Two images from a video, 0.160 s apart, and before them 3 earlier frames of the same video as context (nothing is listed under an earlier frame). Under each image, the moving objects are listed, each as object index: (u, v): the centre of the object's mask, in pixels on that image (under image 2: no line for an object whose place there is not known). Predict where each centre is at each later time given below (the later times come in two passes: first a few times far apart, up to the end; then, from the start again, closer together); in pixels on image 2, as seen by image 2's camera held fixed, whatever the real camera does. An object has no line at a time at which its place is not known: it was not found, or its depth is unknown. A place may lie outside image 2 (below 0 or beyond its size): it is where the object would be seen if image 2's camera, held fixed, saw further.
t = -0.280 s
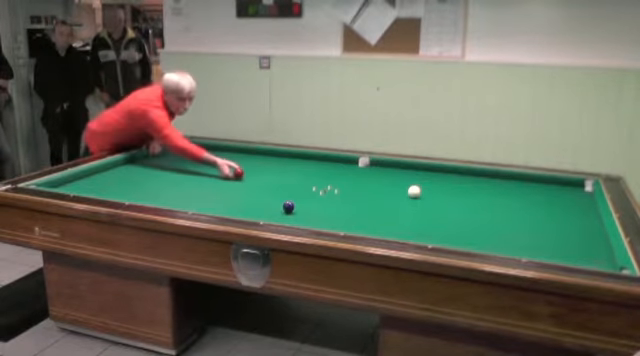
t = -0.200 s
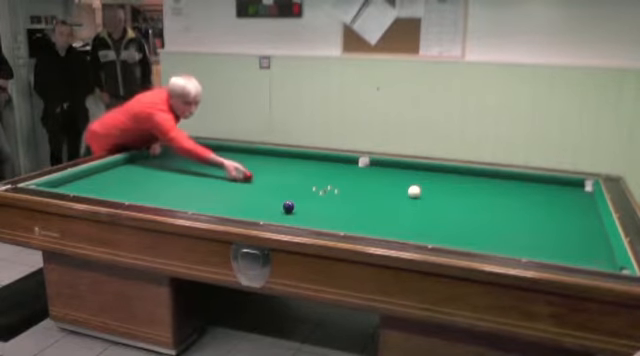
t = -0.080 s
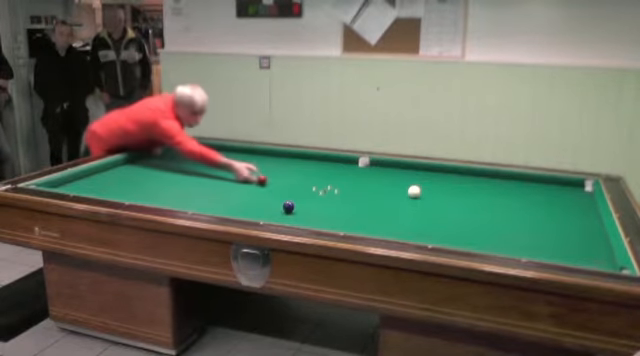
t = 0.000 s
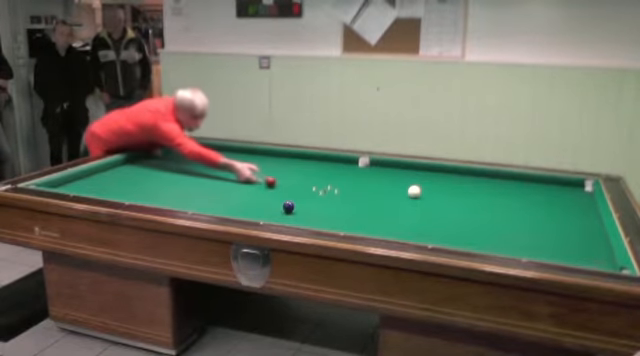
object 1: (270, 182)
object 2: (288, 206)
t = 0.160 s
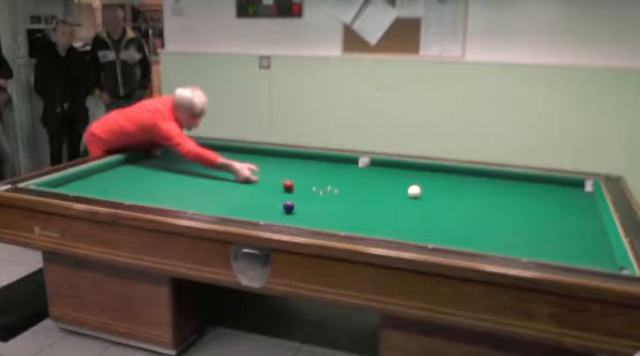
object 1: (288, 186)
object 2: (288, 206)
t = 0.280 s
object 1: (302, 189)
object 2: (288, 206)
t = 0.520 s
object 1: (331, 196)
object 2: (288, 206)
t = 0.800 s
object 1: (367, 205)
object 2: (288, 206)
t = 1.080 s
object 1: (406, 214)
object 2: (288, 206)
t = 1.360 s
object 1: (447, 224)
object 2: (288, 206)
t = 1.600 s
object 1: (485, 233)
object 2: (288, 206)
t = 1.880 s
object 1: (530, 244)
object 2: (288, 206)
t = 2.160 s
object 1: (578, 255)
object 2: (288, 206)
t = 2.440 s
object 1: (595, 260)
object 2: (288, 206)
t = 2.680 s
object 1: (571, 258)
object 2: (288, 206)
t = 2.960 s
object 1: (548, 256)
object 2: (288, 207)
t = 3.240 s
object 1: (518, 251)
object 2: (288, 207)
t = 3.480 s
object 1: (499, 247)
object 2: (288, 207)
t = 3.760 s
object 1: (477, 243)
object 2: (288, 207)
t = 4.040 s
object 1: (457, 240)
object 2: (288, 207)
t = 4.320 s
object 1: (439, 237)
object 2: (288, 207)
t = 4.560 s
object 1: (424, 234)
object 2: (288, 206)
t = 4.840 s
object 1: (408, 231)
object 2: (288, 207)
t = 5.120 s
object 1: (393, 228)
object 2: (288, 207)
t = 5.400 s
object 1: (378, 225)
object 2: (288, 206)
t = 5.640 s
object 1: (367, 222)
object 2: (288, 206)
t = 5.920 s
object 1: (355, 220)
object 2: (288, 206)
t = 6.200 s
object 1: (343, 217)
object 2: (288, 206)
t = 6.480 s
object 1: (333, 215)
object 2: (288, 206)
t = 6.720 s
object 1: (325, 213)
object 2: (288, 207)
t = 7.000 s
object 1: (315, 211)
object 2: (288, 206)
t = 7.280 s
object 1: (307, 209)
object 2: (288, 206)
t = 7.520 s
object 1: (301, 208)
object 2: (288, 206)
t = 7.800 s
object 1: (299, 207)
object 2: (283, 206)
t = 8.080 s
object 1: (297, 206)
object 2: (278, 206)
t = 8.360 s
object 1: (296, 205)
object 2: (274, 206)
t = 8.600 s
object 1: (295, 204)
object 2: (272, 205)
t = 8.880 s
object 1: (294, 204)
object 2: (269, 205)
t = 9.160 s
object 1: (294, 204)
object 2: (267, 205)
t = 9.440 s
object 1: (293, 204)
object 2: (266, 205)
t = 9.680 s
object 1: (293, 204)
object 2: (266, 205)
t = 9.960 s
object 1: (293, 203)
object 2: (265, 205)
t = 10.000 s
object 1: (293, 203)
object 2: (265, 205)
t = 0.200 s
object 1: (293, 187)
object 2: (288, 207)
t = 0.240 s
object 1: (297, 188)
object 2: (288, 206)
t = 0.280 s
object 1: (302, 189)
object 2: (288, 206)
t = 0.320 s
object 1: (306, 190)
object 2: (288, 206)
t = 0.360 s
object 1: (311, 191)
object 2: (288, 206)
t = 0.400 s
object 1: (316, 193)
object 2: (288, 207)
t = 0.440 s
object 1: (321, 194)
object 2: (288, 206)
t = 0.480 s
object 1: (326, 195)
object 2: (288, 206)
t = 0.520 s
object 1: (331, 196)
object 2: (288, 206)
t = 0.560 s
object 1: (336, 198)
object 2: (288, 206)
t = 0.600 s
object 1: (341, 199)
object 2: (288, 206)
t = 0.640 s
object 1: (346, 200)
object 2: (288, 206)
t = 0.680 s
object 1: (352, 201)
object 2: (288, 206)
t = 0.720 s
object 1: (357, 202)
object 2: (288, 206)
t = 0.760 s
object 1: (362, 203)
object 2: (288, 206)
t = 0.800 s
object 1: (367, 205)
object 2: (288, 206)
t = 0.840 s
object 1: (372, 206)
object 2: (288, 206)
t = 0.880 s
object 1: (378, 207)
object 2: (288, 206)
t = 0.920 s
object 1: (383, 208)
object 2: (288, 206)
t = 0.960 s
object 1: (389, 210)
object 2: (288, 206)
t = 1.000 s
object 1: (394, 211)
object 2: (288, 206)
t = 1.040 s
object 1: (400, 213)
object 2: (288, 206)
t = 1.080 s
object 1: (406, 214)
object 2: (288, 206)
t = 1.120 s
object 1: (411, 215)
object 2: (288, 206)
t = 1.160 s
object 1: (417, 217)
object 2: (288, 206)
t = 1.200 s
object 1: (423, 218)
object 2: (288, 206)
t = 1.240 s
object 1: (429, 219)
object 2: (288, 207)
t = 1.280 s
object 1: (435, 220)
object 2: (288, 206)
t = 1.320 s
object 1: (441, 222)
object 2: (288, 206)
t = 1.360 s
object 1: (447, 224)
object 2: (288, 206)
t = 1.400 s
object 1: (453, 225)
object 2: (288, 206)
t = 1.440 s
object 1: (459, 227)
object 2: (288, 206)
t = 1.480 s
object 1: (465, 228)
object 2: (288, 206)
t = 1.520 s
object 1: (472, 230)
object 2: (288, 206)
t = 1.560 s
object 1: (478, 231)
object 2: (288, 206)
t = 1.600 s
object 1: (485, 233)
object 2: (288, 206)
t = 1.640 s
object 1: (491, 235)
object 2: (288, 206)
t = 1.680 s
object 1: (497, 236)
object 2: (288, 206)
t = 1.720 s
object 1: (504, 238)
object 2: (288, 206)
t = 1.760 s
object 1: (510, 239)
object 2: (288, 206)
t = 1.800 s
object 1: (517, 241)
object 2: (288, 206)
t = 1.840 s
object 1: (523, 243)
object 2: (288, 206)
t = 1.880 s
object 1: (530, 244)
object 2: (288, 206)
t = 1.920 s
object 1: (536, 246)
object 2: (288, 206)
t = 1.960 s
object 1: (543, 247)
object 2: (288, 206)
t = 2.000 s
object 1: (550, 249)
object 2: (288, 206)
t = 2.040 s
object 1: (557, 250)
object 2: (288, 206)
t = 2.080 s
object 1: (564, 252)
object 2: (288, 206)
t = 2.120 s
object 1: (571, 253)
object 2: (288, 206)
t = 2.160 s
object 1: (578, 255)
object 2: (288, 206)
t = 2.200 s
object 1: (585, 256)
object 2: (288, 206)
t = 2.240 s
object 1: (592, 258)
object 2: (288, 206)
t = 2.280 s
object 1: (600, 260)
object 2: (288, 206)
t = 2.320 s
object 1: (608, 262)
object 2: (288, 206)
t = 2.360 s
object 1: (605, 261)
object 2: (288, 206)
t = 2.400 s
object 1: (599, 261)
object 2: (288, 206)
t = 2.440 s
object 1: (595, 260)
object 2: (288, 206)
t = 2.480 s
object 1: (591, 260)
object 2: (288, 206)
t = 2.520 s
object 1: (587, 260)
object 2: (288, 206)
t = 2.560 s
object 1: (584, 259)
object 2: (288, 206)
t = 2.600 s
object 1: (579, 259)
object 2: (288, 206)
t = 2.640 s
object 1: (575, 259)
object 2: (288, 206)
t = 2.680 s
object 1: (571, 258)
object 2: (288, 206)
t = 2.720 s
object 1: (568, 258)
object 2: (288, 206)
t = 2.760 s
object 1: (565, 258)
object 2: (288, 207)
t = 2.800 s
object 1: (564, 257)
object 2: (288, 207)
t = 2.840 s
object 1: (555, 257)
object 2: (288, 207)
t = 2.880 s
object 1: (552, 257)
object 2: (288, 207)
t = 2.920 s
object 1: (550, 256)
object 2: (288, 207)
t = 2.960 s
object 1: (548, 256)
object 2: (288, 207)
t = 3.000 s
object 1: (542, 254)
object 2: (288, 207)
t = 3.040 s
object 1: (536, 252)
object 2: (288, 207)
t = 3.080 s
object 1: (532, 253)
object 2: (288, 207)
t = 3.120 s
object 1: (528, 252)
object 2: (288, 207)
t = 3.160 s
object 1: (525, 252)
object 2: (288, 207)
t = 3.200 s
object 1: (522, 251)
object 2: (288, 207)
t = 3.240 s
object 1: (518, 251)
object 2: (288, 207)
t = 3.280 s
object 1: (515, 250)
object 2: (288, 207)
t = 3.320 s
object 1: (511, 250)
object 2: (288, 207)
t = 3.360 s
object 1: (508, 249)
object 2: (288, 207)
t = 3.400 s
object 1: (505, 249)
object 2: (288, 207)
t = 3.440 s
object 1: (502, 248)
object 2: (288, 207)
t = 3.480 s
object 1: (499, 247)
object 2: (288, 207)
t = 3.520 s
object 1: (496, 247)
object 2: (288, 207)
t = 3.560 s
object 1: (493, 246)
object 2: (288, 207)
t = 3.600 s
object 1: (490, 246)
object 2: (288, 207)
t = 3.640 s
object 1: (487, 245)
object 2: (288, 207)
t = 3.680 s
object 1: (484, 244)
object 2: (288, 207)
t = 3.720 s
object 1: (481, 244)
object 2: (288, 207)
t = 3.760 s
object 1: (477, 243)
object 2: (288, 207)
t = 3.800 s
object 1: (474, 243)
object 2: (288, 207)
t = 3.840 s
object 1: (472, 242)
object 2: (288, 207)
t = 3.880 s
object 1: (469, 242)
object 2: (288, 207)
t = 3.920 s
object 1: (466, 241)
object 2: (288, 207)
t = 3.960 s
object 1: (463, 241)
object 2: (288, 207)
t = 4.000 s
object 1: (460, 240)
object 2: (288, 207)
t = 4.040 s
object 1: (457, 240)
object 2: (288, 207)
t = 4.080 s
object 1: (455, 240)
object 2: (288, 207)
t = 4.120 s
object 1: (452, 239)
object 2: (288, 207)
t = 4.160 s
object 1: (449, 238)
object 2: (288, 207)
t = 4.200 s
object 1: (447, 238)
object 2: (288, 207)
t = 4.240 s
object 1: (444, 237)
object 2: (288, 207)
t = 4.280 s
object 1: (442, 237)
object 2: (288, 207)
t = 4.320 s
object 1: (439, 237)
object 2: (288, 207)
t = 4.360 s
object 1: (436, 236)
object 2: (288, 207)
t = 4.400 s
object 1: (433, 235)
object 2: (288, 207)
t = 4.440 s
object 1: (431, 235)
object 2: (288, 207)
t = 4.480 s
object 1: (429, 234)
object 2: (288, 206)
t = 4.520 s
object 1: (426, 234)
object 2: (288, 206)
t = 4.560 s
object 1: (424, 234)
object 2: (288, 206)
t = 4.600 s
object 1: (422, 233)
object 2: (288, 206)
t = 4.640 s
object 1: (419, 233)
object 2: (288, 207)
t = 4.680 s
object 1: (417, 232)
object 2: (288, 207)
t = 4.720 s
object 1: (414, 232)
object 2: (288, 207)
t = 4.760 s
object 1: (412, 232)
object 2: (288, 207)
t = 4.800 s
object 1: (410, 231)
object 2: (288, 207)
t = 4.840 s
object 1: (408, 231)
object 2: (288, 207)
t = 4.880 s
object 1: (406, 230)
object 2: (288, 207)
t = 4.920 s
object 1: (403, 230)
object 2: (288, 207)
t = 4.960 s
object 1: (401, 230)
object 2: (288, 207)
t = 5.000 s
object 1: (399, 229)
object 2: (288, 207)
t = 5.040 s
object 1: (397, 229)
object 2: (288, 207)
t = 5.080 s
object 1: (395, 228)
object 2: (288, 207)
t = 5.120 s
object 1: (393, 228)
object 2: (288, 207)
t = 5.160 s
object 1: (390, 227)
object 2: (288, 207)
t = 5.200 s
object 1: (389, 227)
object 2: (288, 207)
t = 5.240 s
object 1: (386, 226)
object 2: (288, 207)
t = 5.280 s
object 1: (384, 226)
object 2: (288, 206)
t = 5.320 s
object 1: (382, 226)
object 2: (288, 206)
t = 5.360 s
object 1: (380, 225)
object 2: (288, 206)
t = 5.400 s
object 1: (378, 225)
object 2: (288, 206)
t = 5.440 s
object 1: (376, 224)
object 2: (288, 206)
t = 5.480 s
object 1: (375, 224)
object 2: (288, 206)
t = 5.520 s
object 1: (373, 224)
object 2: (288, 206)
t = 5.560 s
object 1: (371, 223)
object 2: (288, 206)
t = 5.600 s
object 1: (369, 223)
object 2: (288, 206)
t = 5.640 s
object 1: (367, 222)
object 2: (288, 206)
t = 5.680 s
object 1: (365, 222)
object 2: (288, 206)
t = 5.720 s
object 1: (363, 222)
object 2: (288, 206)
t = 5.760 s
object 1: (362, 221)
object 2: (288, 206)
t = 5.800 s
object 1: (360, 221)
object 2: (288, 206)
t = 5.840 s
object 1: (358, 220)
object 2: (288, 206)
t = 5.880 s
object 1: (357, 220)
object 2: (288, 206)
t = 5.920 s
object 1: (355, 220)
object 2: (288, 206)
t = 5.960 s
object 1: (353, 220)
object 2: (288, 206)
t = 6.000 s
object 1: (351, 219)
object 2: (288, 206)
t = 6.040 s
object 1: (350, 219)
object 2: (288, 206)
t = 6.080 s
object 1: (348, 218)
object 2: (288, 206)
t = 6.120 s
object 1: (347, 218)
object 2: (288, 206)
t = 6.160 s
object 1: (345, 218)
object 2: (288, 206)
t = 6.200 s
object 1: (343, 217)
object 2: (288, 206)
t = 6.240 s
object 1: (342, 217)
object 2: (288, 206)
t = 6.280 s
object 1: (340, 217)
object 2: (288, 206)
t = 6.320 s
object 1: (339, 216)
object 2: (288, 206)
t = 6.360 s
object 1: (337, 216)
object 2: (288, 206)
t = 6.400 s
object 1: (336, 216)
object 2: (288, 206)
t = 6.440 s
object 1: (334, 215)
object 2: (288, 206)
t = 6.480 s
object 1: (333, 215)
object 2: (288, 206)
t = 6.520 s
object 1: (332, 215)
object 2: (288, 206)
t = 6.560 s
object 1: (330, 215)
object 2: (288, 206)
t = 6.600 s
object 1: (329, 214)
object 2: (288, 206)
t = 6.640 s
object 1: (328, 214)
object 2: (288, 206)
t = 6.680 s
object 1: (326, 213)
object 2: (288, 207)
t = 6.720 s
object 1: (325, 213)
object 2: (288, 207)
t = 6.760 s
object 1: (324, 213)
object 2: (288, 206)
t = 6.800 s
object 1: (322, 213)
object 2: (288, 207)
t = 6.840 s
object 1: (321, 212)
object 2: (288, 206)
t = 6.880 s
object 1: (319, 212)
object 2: (288, 206)
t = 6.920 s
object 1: (318, 211)
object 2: (288, 206)
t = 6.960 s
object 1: (317, 211)
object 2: (288, 206)
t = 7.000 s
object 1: (315, 211)
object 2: (288, 206)
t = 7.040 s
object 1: (314, 211)
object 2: (288, 206)
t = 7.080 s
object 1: (313, 211)
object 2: (288, 206)
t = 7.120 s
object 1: (312, 210)
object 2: (288, 206)
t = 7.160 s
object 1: (311, 210)
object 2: (288, 206)
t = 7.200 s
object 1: (310, 210)
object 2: (288, 207)
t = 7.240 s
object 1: (309, 210)
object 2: (288, 206)
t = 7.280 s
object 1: (307, 209)
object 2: (288, 206)
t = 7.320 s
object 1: (306, 209)
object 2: (288, 206)
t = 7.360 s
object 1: (305, 209)
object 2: (288, 206)
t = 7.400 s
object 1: (304, 208)
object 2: (288, 206)
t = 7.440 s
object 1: (303, 208)
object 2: (288, 206)
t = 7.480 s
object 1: (302, 208)
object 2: (288, 206)
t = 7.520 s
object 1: (301, 208)
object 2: (288, 206)
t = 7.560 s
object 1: (300, 207)
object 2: (288, 206)
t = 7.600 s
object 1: (300, 207)
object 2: (287, 206)
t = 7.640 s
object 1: (300, 207)
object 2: (286, 206)
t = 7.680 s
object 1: (299, 207)
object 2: (286, 206)
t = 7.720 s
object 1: (299, 207)
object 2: (285, 206)
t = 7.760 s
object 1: (299, 207)
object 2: (285, 206)
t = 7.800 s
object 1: (299, 207)
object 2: (283, 206)
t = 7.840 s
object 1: (299, 206)
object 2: (282, 206)
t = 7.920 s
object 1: (298, 206)
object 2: (281, 206)
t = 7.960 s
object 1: (298, 206)
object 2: (281, 206)
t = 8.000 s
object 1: (298, 206)
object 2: (280, 206)
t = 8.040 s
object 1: (297, 206)
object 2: (279, 206)
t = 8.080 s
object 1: (297, 206)
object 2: (278, 206)
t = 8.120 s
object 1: (297, 206)
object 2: (278, 206)
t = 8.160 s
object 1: (297, 206)
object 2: (277, 206)
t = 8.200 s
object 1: (297, 206)
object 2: (277, 206)
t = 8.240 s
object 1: (296, 206)
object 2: (276, 206)
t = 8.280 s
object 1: (296, 205)
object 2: (275, 206)
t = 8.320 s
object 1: (296, 205)
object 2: (275, 206)
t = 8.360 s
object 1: (296, 205)
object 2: (274, 206)
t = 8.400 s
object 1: (296, 205)
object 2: (274, 206)
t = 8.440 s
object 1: (296, 205)
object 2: (273, 206)
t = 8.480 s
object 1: (296, 205)
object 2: (273, 205)
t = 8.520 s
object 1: (295, 205)
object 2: (273, 205)
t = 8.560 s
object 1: (295, 205)
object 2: (272, 205)
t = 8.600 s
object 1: (295, 204)
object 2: (272, 205)
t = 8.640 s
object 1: (295, 204)
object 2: (272, 205)
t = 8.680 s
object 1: (295, 204)
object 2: (271, 205)
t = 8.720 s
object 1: (295, 205)
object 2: (271, 205)
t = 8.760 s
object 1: (294, 204)
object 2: (270, 205)
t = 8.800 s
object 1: (294, 204)
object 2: (270, 205)
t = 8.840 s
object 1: (294, 204)
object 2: (270, 205)
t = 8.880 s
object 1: (294, 204)
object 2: (269, 205)
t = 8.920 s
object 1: (294, 204)
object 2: (269, 205)
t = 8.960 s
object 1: (294, 204)
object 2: (269, 205)
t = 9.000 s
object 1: (294, 204)
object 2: (268, 205)
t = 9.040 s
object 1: (294, 204)
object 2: (268, 205)
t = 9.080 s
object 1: (294, 204)
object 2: (268, 205)
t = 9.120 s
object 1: (294, 204)
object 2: (268, 205)
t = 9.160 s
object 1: (294, 204)
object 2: (267, 205)
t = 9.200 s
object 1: (293, 204)
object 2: (267, 205)
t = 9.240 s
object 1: (293, 204)
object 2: (267, 205)
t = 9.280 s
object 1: (293, 204)
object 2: (267, 205)
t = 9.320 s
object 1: (293, 204)
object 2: (266, 205)
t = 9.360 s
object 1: (293, 204)
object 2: (266, 205)
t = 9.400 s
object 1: (293, 204)
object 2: (266, 205)
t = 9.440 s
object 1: (293, 204)
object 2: (266, 205)
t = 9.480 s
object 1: (293, 204)
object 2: (266, 205)
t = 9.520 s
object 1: (293, 204)
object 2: (266, 205)
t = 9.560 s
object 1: (293, 204)
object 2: (266, 205)
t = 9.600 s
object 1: (293, 204)
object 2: (266, 205)
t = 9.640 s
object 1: (293, 203)
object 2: (266, 205)
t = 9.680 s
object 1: (293, 204)
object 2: (266, 205)
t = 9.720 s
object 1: (293, 204)
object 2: (265, 205)
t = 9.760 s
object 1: (293, 203)
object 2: (265, 205)
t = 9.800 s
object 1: (293, 203)
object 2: (265, 205)
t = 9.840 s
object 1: (293, 203)
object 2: (265, 205)
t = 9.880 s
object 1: (293, 203)
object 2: (265, 205)
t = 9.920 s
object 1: (293, 203)
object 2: (265, 205)
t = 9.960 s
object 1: (293, 203)
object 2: (265, 205)
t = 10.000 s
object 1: (293, 203)
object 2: (265, 205)
